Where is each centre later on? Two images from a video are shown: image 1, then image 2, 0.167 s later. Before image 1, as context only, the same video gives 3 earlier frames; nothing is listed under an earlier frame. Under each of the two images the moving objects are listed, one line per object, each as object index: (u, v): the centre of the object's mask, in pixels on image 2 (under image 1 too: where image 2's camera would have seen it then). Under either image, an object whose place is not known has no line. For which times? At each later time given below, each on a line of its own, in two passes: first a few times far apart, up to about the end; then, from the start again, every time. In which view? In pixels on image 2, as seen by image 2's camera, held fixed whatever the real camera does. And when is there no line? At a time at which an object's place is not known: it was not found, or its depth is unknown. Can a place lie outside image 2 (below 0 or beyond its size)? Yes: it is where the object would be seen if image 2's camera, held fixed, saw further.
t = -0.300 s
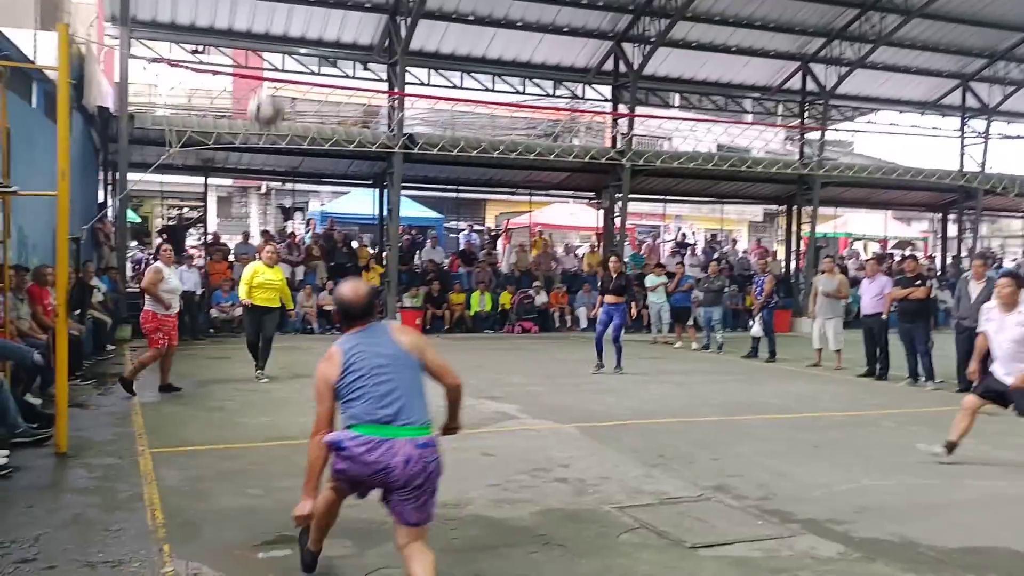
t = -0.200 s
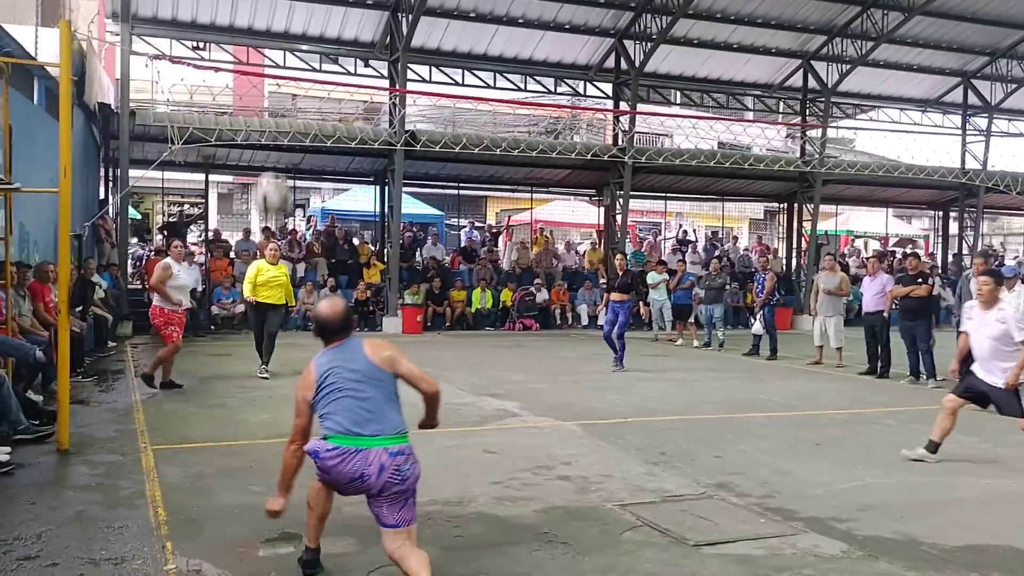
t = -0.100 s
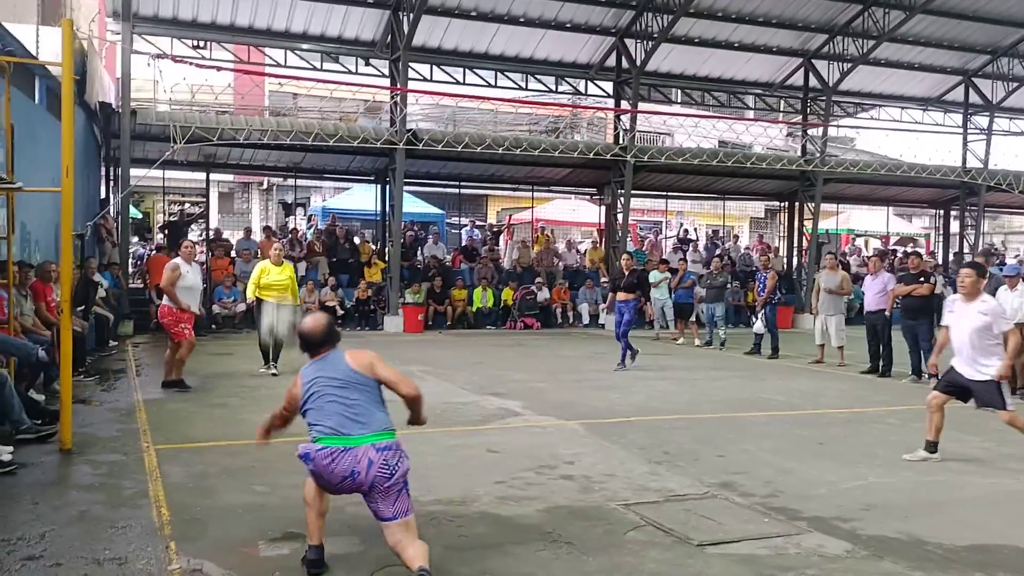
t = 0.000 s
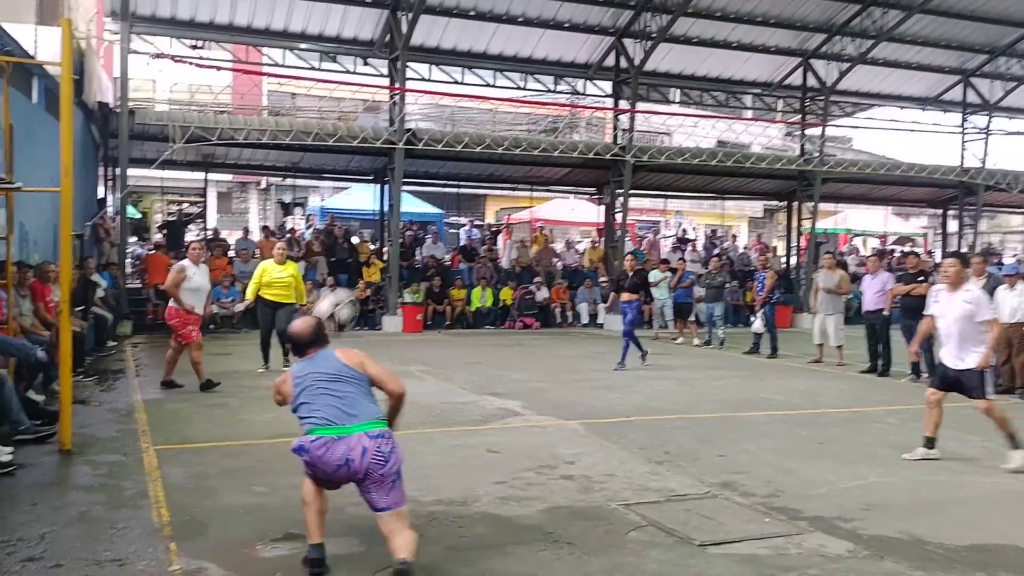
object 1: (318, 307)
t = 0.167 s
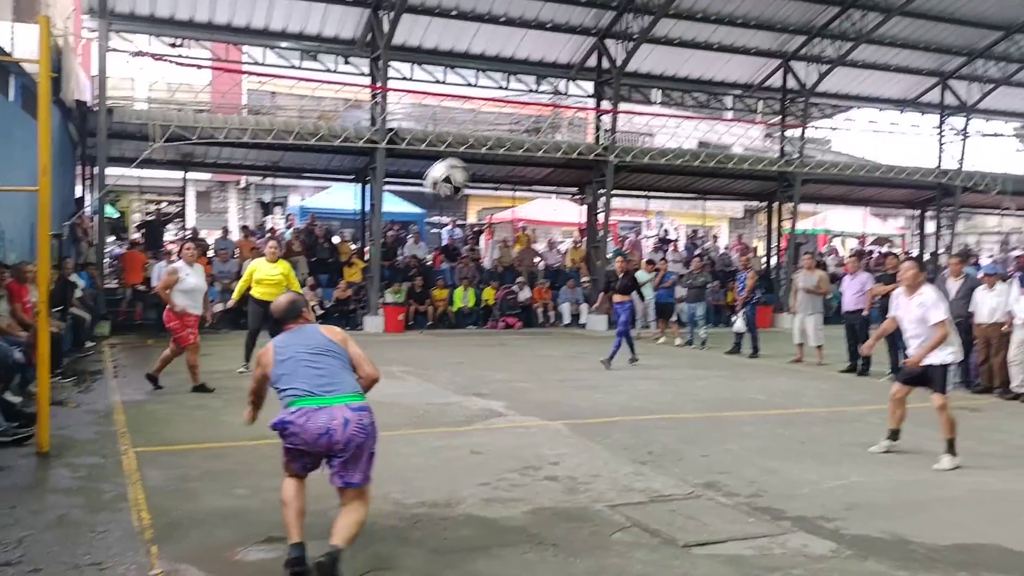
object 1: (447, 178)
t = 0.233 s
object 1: (495, 144)
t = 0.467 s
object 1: (657, 82)
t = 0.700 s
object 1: (802, 116)
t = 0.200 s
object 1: (471, 161)
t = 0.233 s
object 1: (495, 144)
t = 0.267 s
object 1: (518, 127)
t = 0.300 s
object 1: (543, 116)
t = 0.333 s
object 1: (567, 103)
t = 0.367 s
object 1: (592, 95)
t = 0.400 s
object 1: (614, 88)
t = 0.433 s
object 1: (635, 84)
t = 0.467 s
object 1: (657, 82)
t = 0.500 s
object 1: (677, 82)
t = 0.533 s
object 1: (699, 84)
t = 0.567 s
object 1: (721, 86)
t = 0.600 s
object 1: (743, 92)
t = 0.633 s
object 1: (764, 99)
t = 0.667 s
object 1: (784, 108)
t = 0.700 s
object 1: (802, 116)
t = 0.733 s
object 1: (822, 128)
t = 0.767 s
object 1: (841, 145)
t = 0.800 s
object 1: (861, 163)
